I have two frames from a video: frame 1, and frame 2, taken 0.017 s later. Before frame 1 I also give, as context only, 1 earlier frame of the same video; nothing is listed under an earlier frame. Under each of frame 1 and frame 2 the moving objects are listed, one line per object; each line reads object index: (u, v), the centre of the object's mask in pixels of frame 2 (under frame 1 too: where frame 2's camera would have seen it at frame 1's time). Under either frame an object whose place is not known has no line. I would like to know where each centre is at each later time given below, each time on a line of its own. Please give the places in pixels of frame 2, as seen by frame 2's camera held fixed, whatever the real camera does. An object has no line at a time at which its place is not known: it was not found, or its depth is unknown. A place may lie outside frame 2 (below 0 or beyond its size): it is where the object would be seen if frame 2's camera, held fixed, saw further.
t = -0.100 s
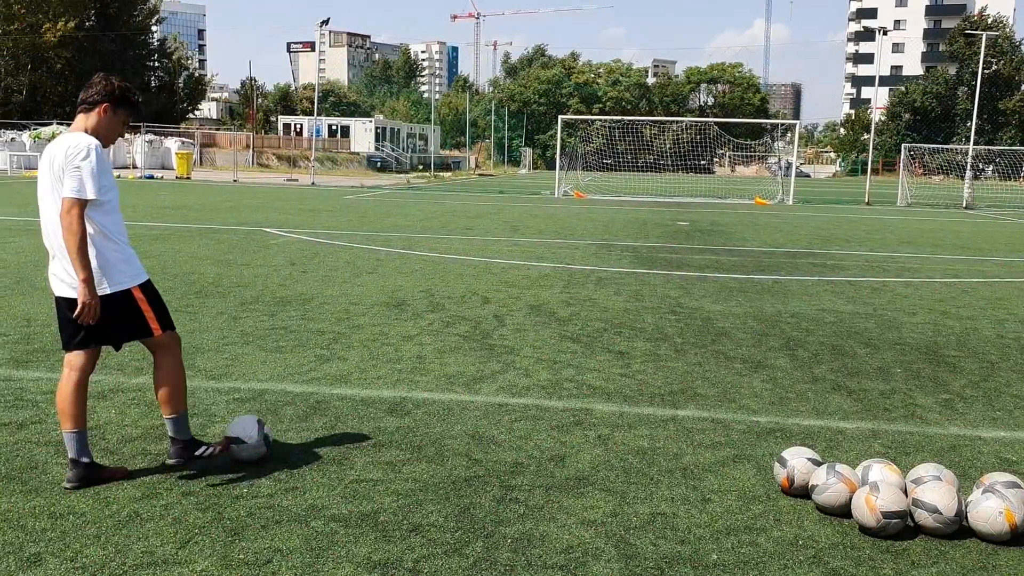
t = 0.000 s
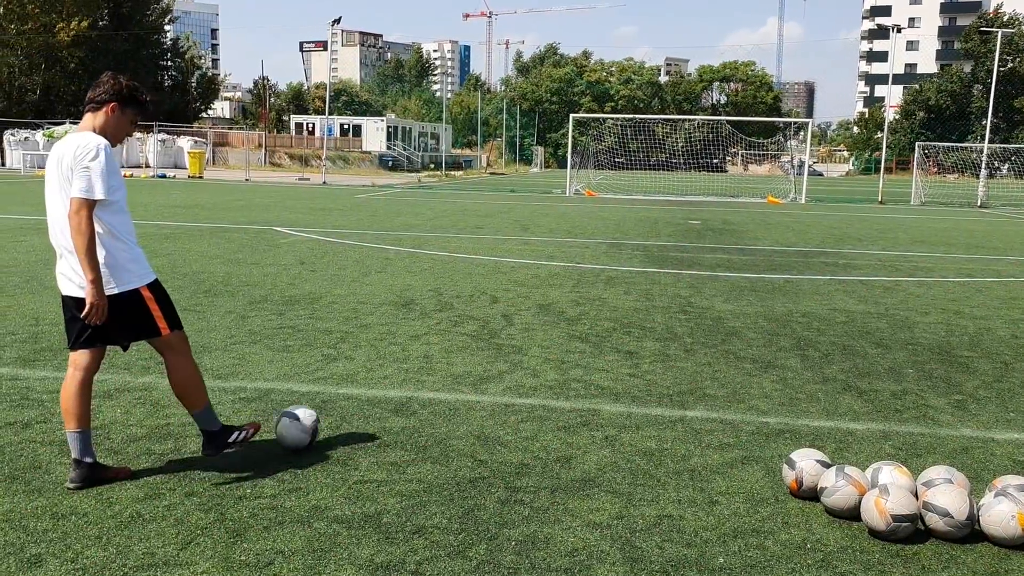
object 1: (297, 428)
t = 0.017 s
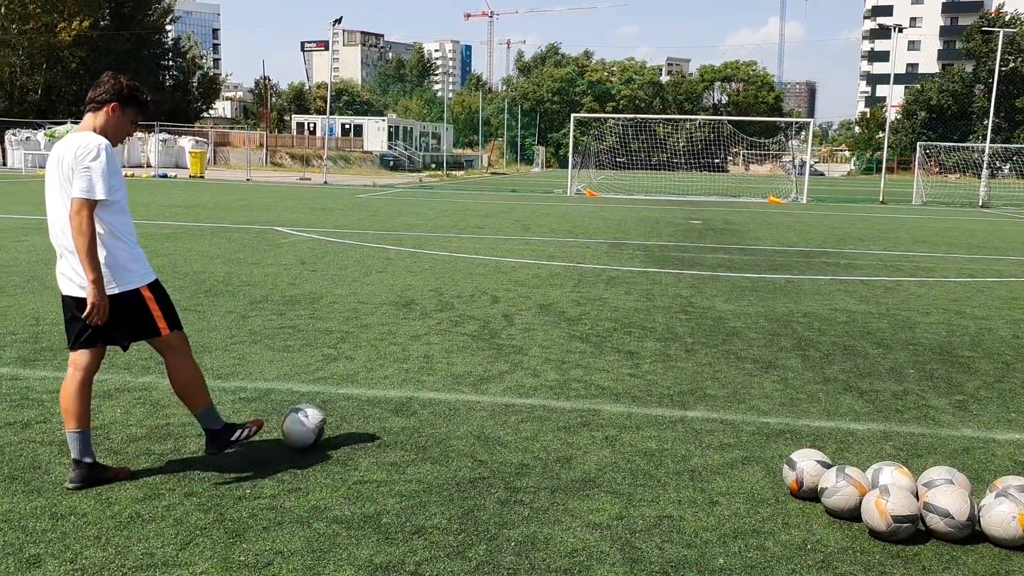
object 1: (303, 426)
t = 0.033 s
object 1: (310, 425)
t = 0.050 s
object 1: (316, 425)
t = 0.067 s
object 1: (322, 423)
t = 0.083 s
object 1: (326, 422)
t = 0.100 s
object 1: (332, 421)
